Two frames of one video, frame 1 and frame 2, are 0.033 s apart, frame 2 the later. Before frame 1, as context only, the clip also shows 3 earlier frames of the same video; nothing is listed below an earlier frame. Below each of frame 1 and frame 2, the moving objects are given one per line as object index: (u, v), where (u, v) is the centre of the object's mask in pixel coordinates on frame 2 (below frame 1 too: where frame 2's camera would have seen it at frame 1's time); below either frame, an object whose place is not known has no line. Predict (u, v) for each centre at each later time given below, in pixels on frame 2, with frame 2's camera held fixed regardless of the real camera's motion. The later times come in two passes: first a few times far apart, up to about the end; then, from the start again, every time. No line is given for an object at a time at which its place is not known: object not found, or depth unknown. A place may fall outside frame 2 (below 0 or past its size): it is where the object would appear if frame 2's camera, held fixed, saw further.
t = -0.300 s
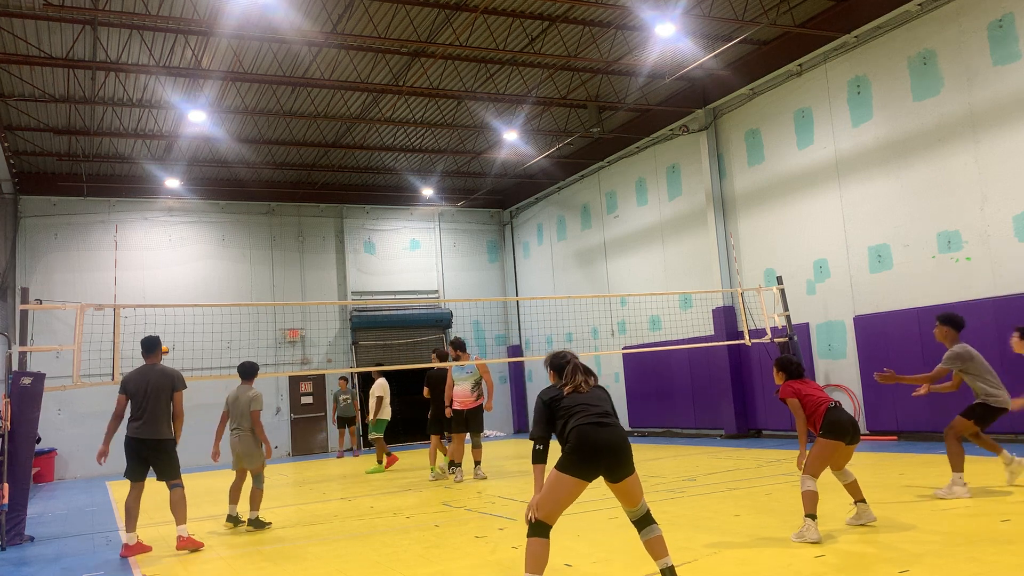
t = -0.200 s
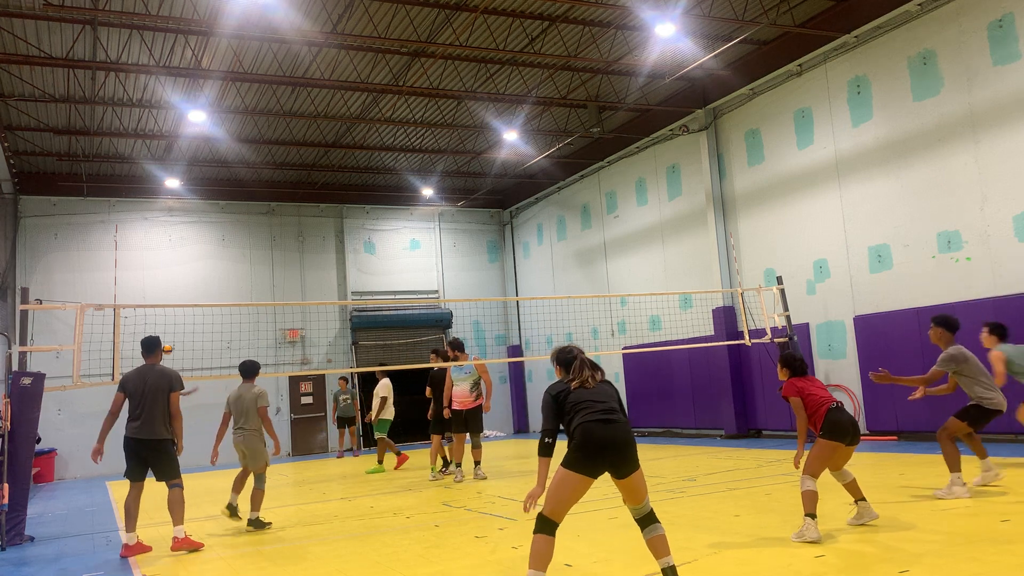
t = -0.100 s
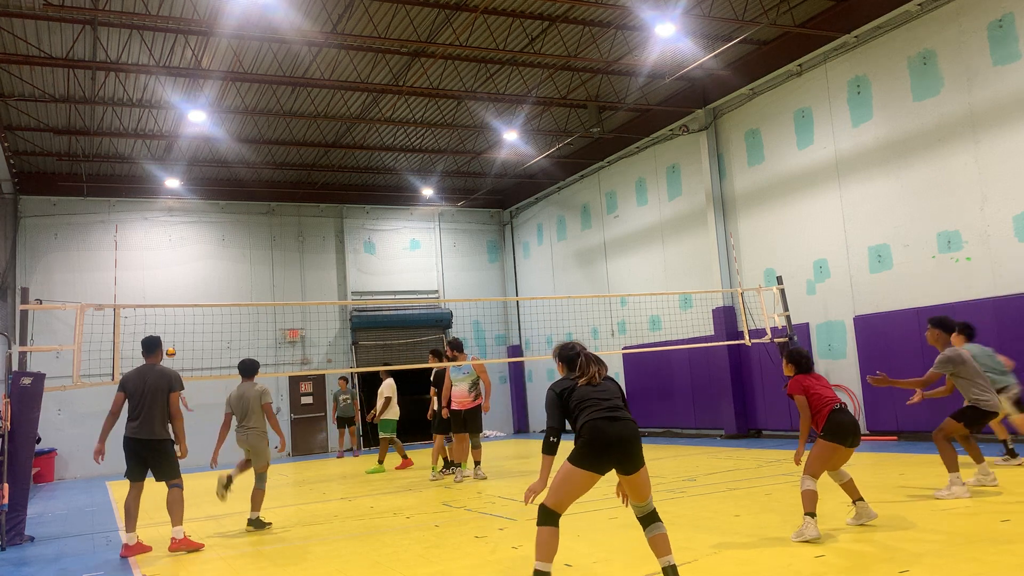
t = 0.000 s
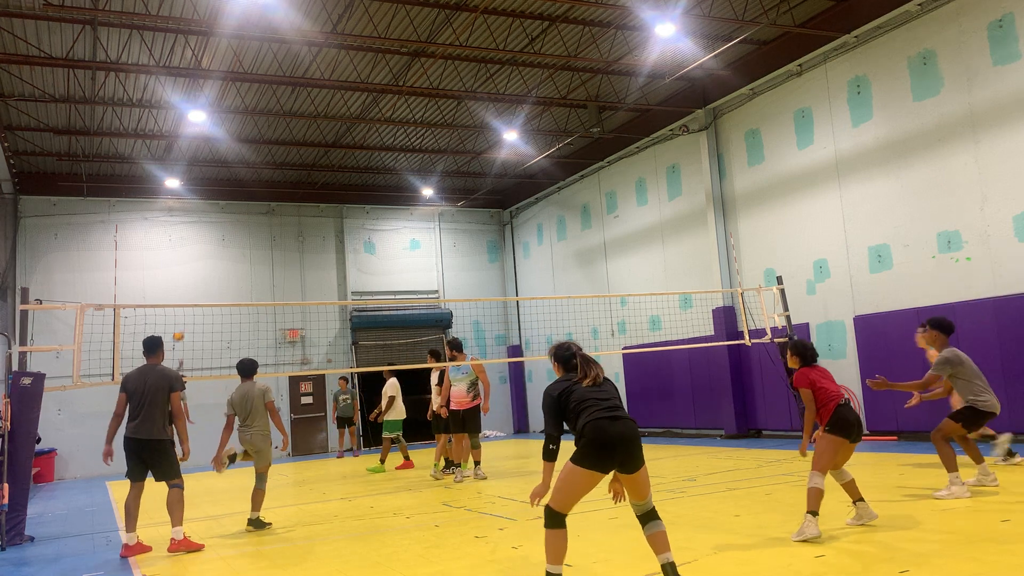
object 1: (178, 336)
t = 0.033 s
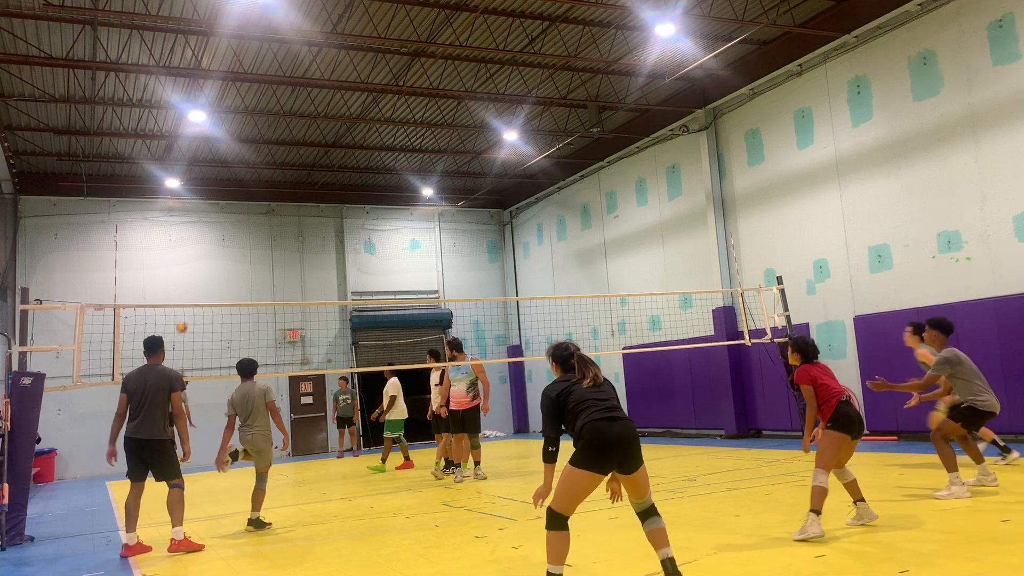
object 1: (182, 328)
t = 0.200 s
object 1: (199, 285)
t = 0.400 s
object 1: (224, 242)
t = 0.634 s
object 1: (260, 216)
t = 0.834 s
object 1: (306, 226)
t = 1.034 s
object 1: (367, 288)
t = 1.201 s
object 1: (440, 413)
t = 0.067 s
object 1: (185, 319)
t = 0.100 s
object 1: (188, 311)
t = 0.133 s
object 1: (192, 300)
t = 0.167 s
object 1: (196, 293)
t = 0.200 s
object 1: (199, 285)
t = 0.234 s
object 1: (203, 278)
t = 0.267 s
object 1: (207, 270)
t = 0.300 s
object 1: (211, 263)
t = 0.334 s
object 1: (215, 256)
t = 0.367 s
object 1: (219, 249)
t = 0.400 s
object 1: (224, 242)
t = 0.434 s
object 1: (228, 236)
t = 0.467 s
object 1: (233, 231)
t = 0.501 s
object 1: (237, 226)
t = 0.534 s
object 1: (242, 222)
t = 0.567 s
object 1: (247, 219)
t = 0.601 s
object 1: (253, 217)
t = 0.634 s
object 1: (260, 216)
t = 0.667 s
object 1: (266, 215)
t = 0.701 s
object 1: (273, 215)
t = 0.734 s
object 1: (281, 216)
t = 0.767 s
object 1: (289, 218)
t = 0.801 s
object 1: (297, 222)
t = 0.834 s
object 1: (306, 226)
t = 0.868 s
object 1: (315, 232)
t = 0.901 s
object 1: (324, 240)
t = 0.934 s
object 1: (335, 249)
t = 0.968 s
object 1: (344, 260)
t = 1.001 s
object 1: (355, 273)
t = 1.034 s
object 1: (367, 288)
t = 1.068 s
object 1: (380, 308)
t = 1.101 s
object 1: (394, 329)
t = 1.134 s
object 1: (408, 351)
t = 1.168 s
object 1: (423, 381)
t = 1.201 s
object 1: (440, 413)
